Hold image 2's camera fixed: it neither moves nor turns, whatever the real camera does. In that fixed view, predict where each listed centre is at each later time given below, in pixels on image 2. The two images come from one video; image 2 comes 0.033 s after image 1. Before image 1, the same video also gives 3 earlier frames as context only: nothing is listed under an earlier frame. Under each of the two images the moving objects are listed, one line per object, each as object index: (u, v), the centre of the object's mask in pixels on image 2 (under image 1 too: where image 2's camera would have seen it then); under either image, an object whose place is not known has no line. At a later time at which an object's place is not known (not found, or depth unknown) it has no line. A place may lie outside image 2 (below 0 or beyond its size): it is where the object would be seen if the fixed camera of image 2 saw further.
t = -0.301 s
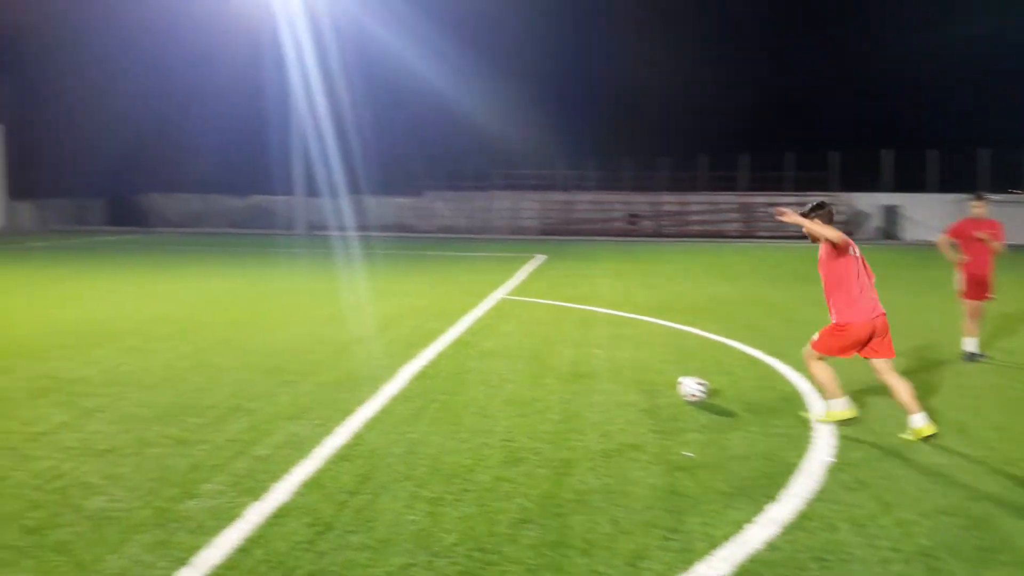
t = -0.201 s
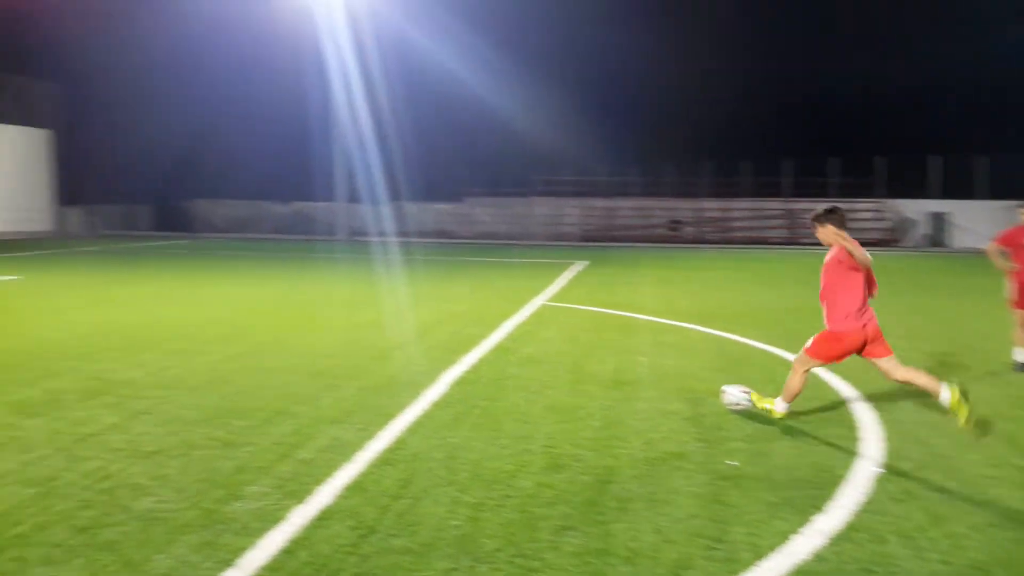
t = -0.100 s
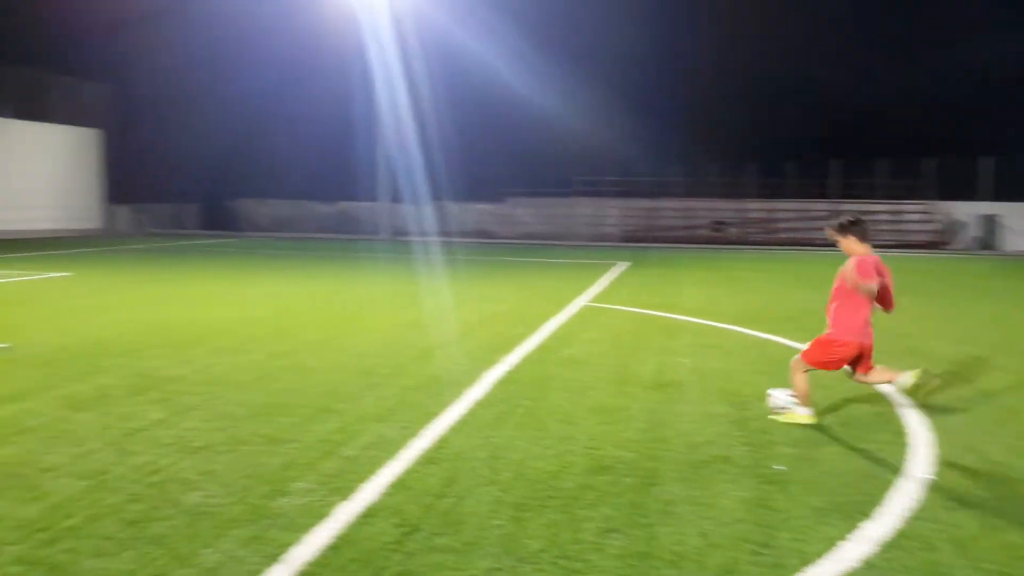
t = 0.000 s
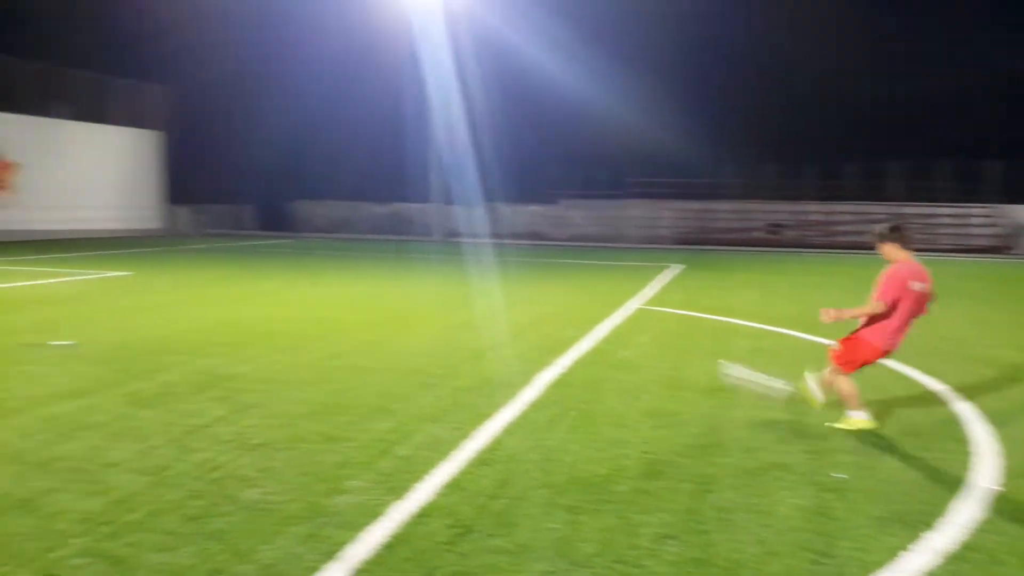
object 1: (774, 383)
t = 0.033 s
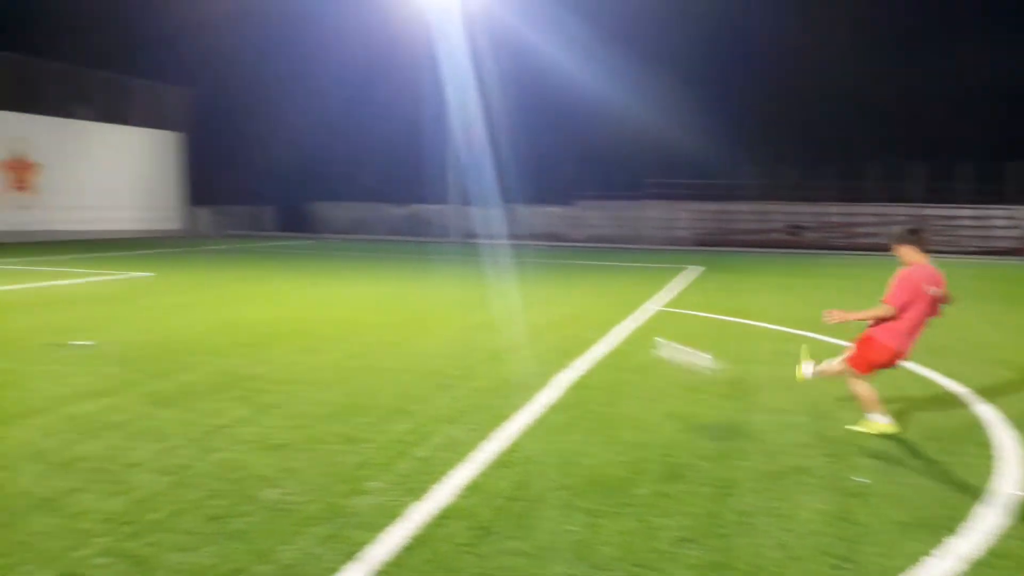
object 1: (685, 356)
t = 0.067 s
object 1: (604, 333)
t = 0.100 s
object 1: (531, 313)
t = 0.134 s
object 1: (463, 296)
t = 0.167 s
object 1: (402, 282)
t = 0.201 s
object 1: (344, 270)
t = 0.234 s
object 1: (290, 260)
